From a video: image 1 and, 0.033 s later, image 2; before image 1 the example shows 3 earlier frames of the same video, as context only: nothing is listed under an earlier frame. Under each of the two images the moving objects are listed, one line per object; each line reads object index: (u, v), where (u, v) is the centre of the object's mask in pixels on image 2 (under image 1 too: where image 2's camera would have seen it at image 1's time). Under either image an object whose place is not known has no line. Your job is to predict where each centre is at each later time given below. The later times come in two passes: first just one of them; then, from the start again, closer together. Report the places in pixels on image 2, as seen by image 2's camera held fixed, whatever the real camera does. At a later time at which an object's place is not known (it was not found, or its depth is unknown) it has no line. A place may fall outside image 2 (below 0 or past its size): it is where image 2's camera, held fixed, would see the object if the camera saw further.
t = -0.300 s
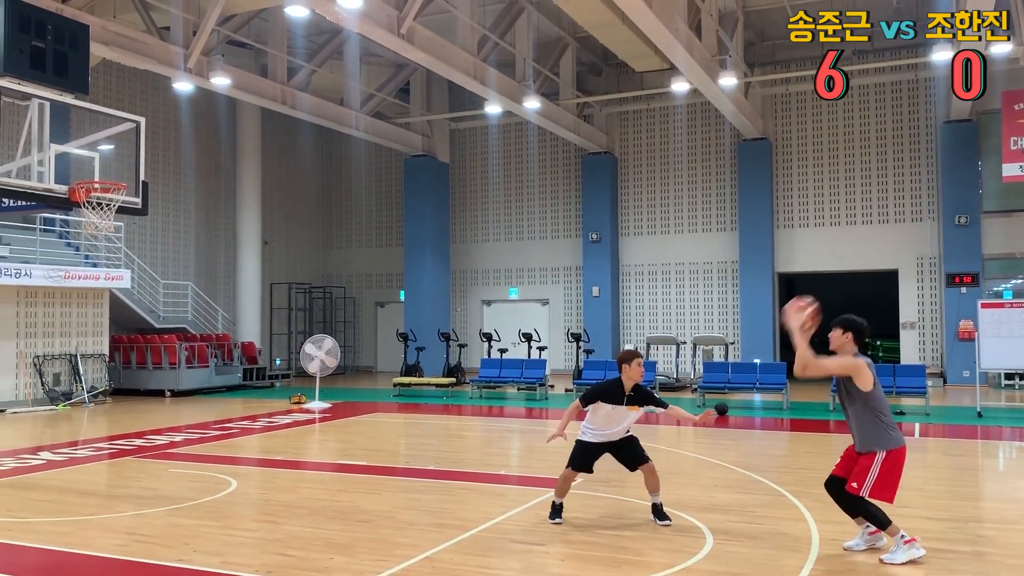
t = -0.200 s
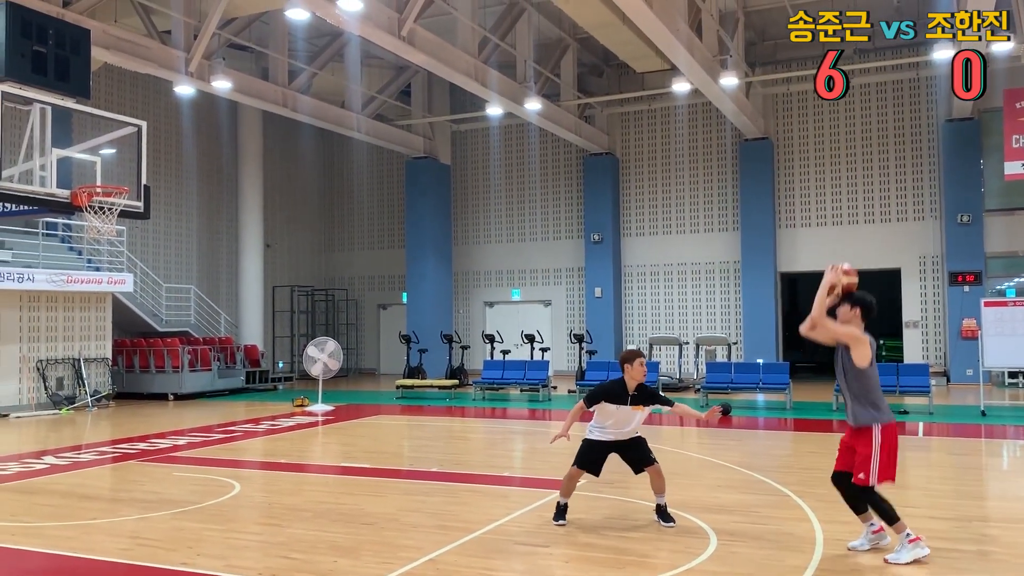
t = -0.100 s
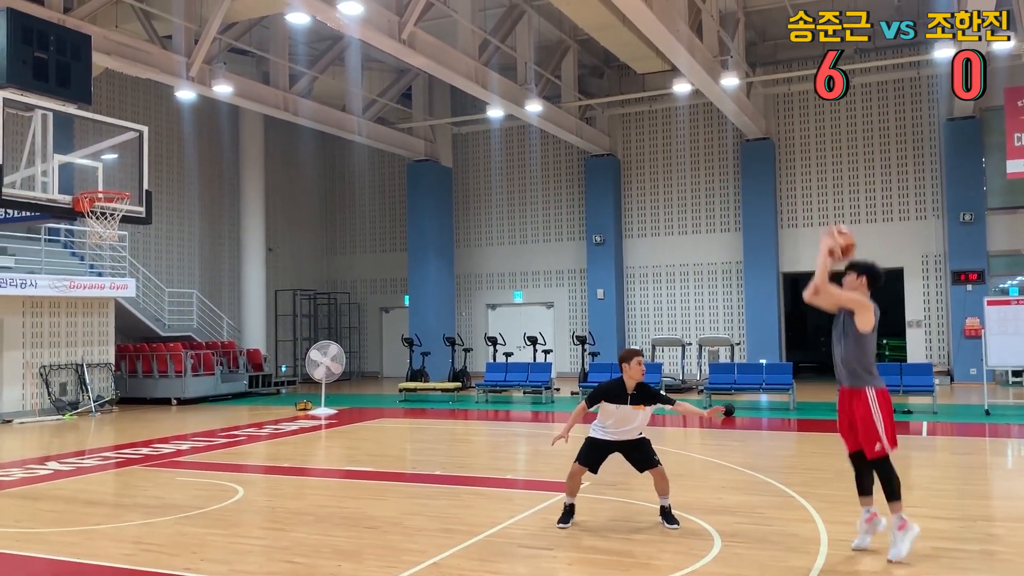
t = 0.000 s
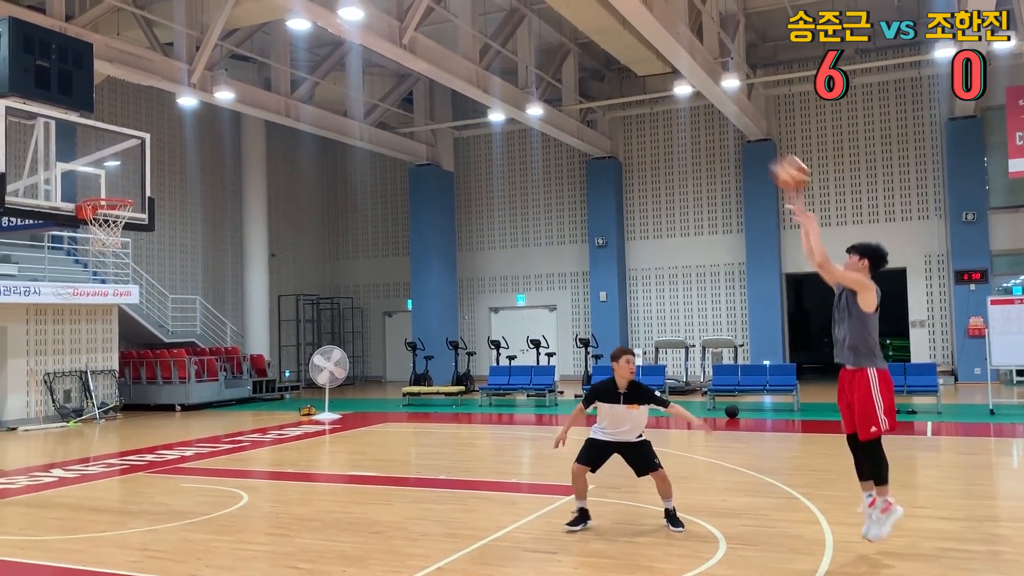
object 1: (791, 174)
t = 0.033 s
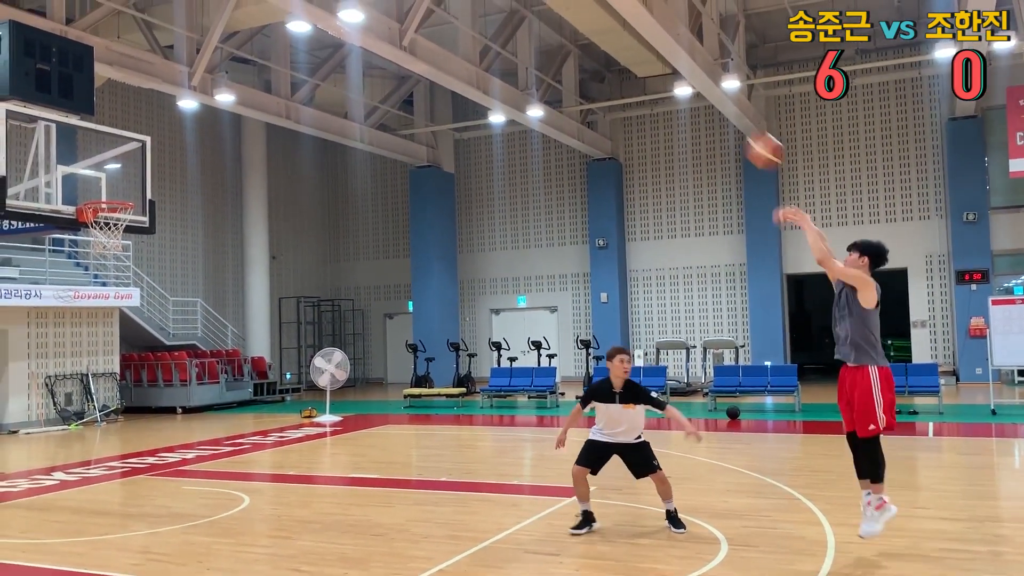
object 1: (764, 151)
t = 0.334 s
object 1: (548, 7)
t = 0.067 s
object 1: (739, 128)
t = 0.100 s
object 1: (711, 108)
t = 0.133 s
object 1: (686, 89)
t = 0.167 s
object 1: (661, 72)
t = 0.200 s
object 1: (637, 56)
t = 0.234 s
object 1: (614, 42)
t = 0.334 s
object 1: (548, 7)
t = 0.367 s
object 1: (528, -2)
